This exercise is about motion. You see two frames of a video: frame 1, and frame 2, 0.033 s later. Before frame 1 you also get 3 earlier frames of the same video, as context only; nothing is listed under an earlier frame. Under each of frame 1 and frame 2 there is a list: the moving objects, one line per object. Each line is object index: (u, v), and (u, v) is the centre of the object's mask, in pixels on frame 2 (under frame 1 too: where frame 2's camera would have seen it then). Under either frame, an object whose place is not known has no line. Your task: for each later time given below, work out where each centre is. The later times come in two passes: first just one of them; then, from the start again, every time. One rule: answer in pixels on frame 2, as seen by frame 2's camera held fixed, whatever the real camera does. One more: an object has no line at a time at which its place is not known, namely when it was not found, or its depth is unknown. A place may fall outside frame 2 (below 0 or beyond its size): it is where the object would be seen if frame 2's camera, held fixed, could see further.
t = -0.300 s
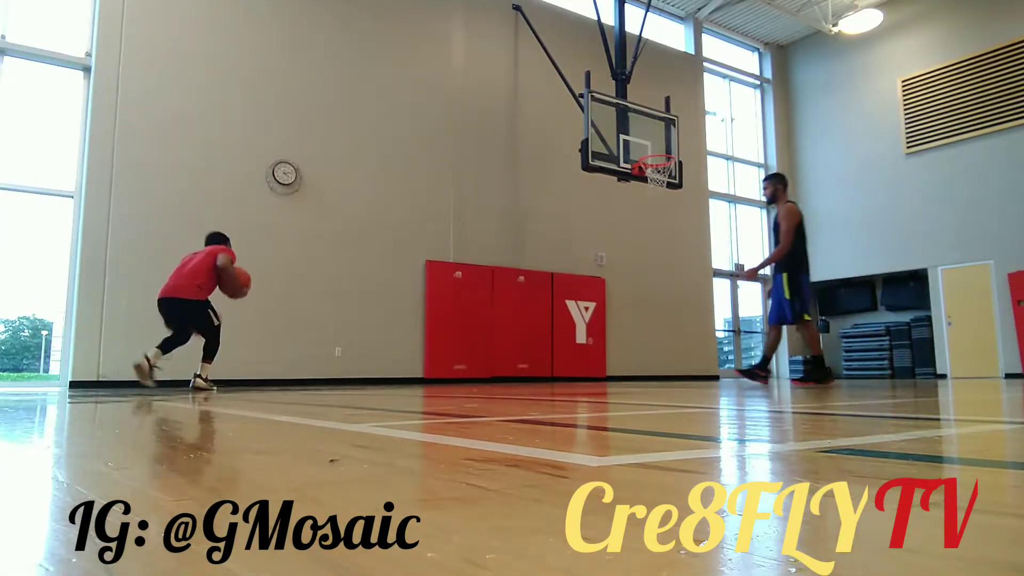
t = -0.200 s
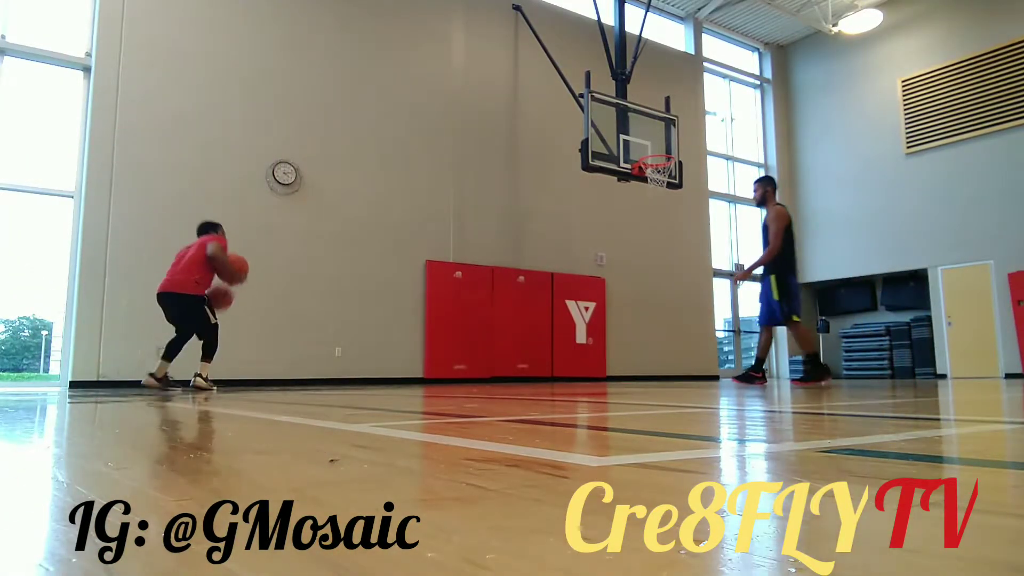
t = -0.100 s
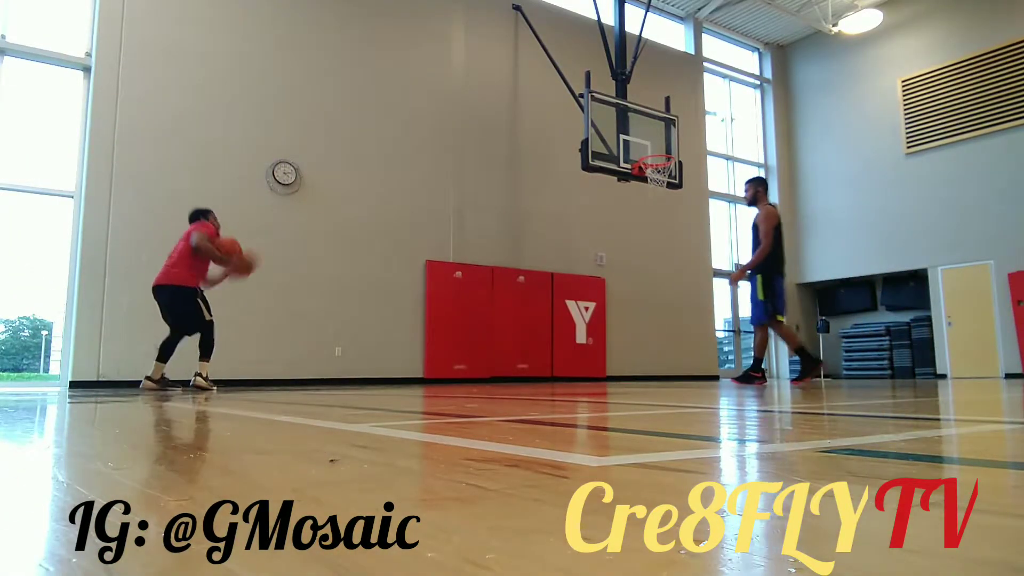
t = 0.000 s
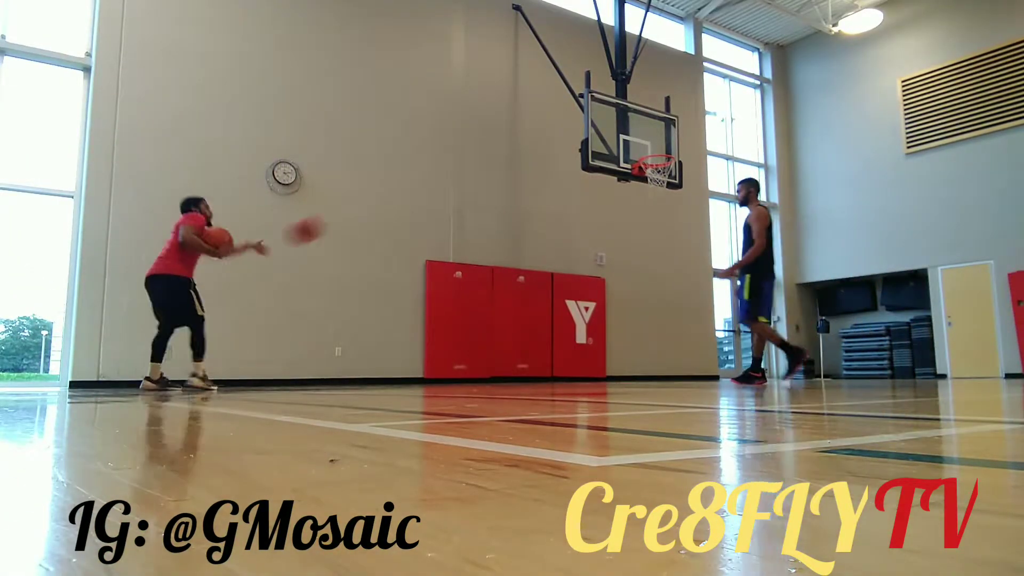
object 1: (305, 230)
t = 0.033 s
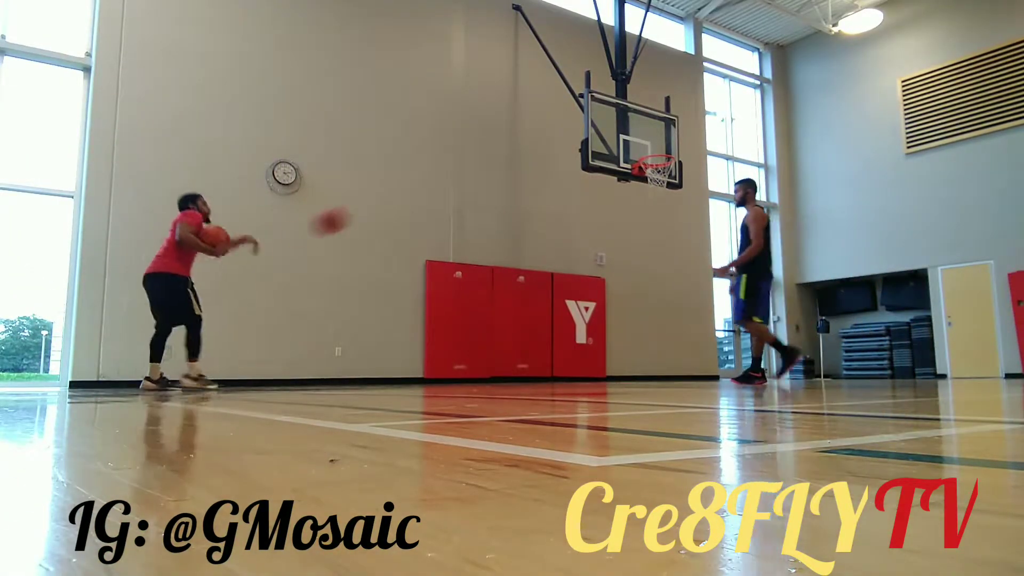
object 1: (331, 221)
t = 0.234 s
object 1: (479, 191)
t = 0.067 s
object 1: (356, 213)
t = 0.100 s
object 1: (381, 206)
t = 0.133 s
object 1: (405, 201)
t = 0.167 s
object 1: (430, 197)
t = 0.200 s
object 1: (455, 194)
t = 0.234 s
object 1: (479, 191)
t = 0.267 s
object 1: (503, 191)
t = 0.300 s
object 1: (527, 191)
